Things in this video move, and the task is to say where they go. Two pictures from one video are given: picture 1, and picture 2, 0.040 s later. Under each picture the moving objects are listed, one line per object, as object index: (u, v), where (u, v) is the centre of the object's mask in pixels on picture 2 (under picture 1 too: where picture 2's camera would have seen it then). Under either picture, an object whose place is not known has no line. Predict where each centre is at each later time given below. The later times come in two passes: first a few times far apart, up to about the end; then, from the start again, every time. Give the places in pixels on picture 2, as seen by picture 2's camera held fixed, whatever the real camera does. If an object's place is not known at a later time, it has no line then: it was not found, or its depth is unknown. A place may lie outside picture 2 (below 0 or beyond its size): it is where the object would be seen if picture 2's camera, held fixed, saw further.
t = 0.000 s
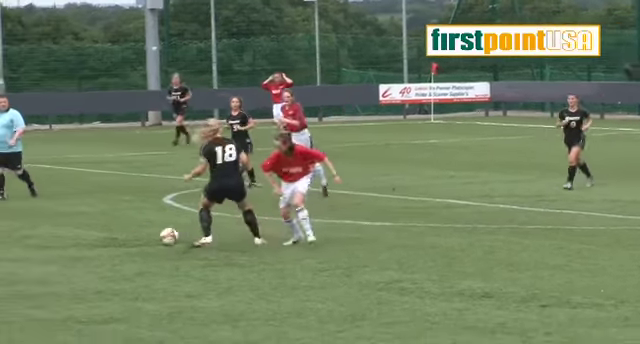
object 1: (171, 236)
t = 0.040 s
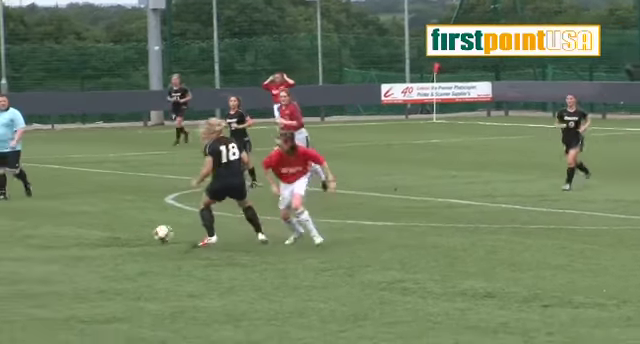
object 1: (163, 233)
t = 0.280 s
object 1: (118, 244)
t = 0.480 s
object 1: (85, 247)
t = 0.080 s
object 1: (155, 232)
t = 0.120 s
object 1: (148, 232)
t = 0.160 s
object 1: (141, 232)
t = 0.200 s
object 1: (132, 235)
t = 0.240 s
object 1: (126, 239)
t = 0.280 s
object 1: (118, 244)
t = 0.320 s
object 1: (110, 247)
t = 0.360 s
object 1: (104, 245)
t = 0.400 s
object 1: (97, 244)
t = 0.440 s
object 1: (91, 245)
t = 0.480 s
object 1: (85, 247)
